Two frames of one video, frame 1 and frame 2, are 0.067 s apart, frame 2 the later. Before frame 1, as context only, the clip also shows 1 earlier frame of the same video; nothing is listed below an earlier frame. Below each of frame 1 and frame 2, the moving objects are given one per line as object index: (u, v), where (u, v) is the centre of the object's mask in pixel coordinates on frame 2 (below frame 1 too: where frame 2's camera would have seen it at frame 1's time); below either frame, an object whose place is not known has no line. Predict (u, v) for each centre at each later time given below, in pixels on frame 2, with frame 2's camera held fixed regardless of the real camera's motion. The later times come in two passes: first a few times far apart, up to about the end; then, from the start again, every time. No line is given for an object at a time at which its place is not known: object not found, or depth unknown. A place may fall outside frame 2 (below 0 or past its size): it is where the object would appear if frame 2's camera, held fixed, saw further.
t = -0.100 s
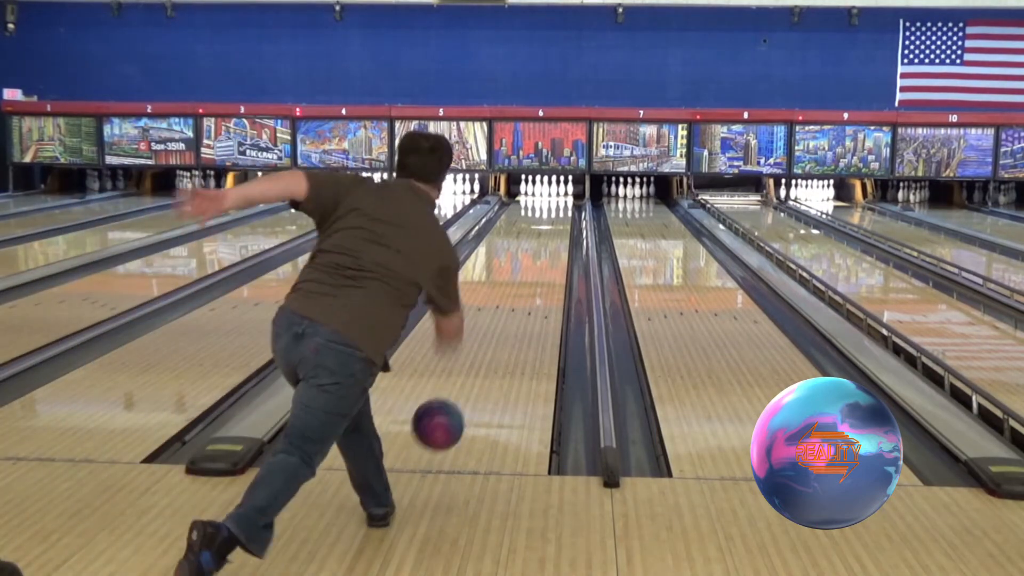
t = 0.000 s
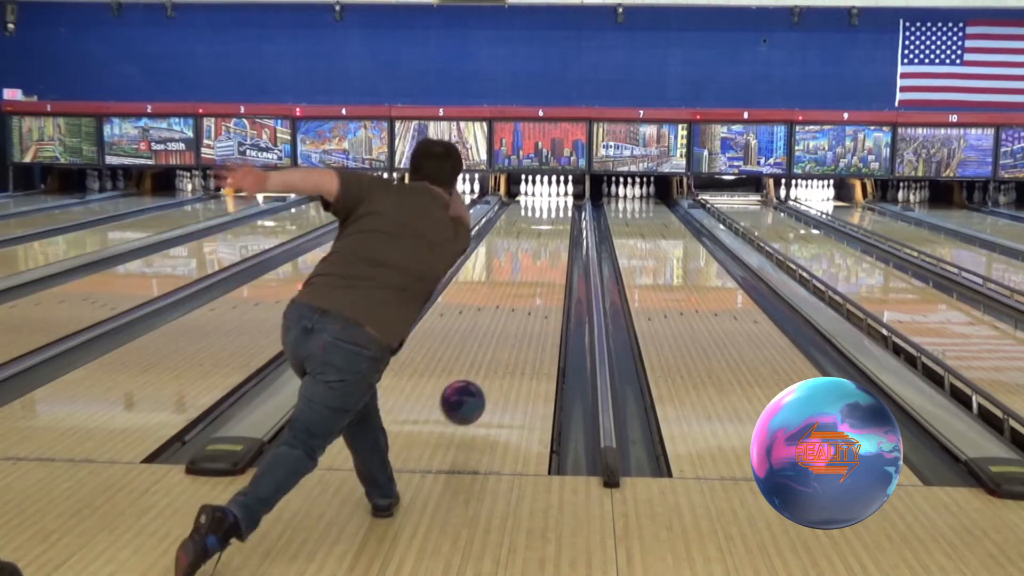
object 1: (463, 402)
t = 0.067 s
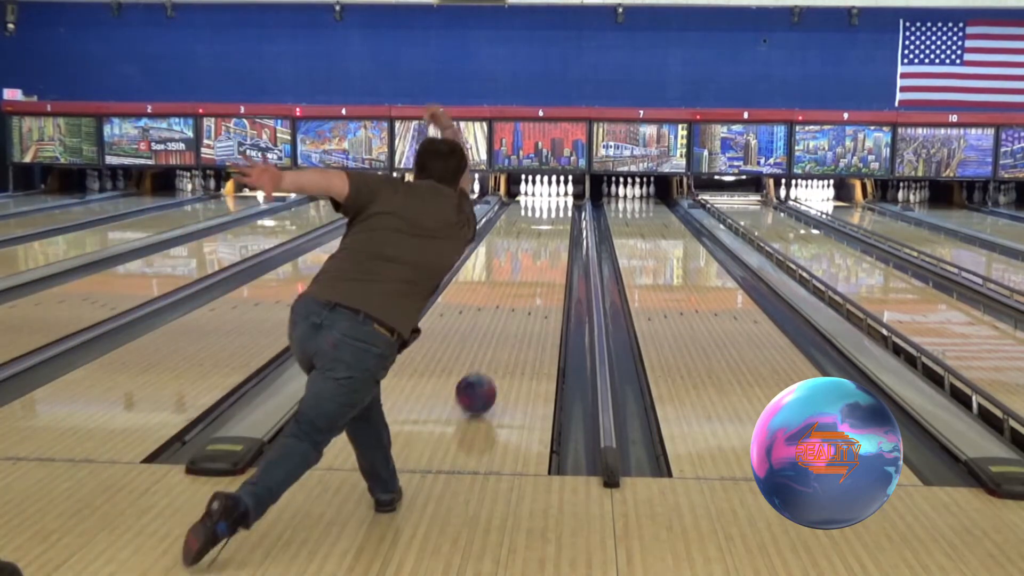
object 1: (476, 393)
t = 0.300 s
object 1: (508, 332)
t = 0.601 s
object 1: (532, 285)
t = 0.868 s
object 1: (546, 256)
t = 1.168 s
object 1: (555, 235)
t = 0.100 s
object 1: (481, 381)
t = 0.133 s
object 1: (487, 372)
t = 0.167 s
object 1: (492, 364)
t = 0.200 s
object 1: (496, 355)
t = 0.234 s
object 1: (500, 347)
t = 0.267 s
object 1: (504, 339)
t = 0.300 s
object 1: (508, 332)
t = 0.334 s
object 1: (511, 325)
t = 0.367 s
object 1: (515, 319)
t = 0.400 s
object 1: (517, 313)
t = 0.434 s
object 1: (520, 308)
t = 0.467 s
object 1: (523, 303)
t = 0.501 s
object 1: (527, 300)
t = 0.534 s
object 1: (529, 292)
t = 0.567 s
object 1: (530, 289)
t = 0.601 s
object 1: (532, 285)
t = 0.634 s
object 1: (534, 281)
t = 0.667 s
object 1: (536, 277)
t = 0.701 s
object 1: (538, 273)
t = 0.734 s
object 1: (540, 269)
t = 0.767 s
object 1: (541, 266)
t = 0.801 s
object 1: (543, 263)
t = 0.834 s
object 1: (544, 259)
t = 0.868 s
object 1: (546, 256)
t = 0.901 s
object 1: (547, 254)
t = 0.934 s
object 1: (548, 251)
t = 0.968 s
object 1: (549, 248)
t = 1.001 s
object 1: (550, 246)
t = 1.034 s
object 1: (552, 243)
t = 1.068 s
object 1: (553, 241)
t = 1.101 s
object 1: (553, 239)
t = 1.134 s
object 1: (554, 236)
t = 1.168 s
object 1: (555, 235)
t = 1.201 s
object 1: (556, 233)
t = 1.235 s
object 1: (556, 231)
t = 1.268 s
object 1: (557, 229)
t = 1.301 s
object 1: (558, 227)
